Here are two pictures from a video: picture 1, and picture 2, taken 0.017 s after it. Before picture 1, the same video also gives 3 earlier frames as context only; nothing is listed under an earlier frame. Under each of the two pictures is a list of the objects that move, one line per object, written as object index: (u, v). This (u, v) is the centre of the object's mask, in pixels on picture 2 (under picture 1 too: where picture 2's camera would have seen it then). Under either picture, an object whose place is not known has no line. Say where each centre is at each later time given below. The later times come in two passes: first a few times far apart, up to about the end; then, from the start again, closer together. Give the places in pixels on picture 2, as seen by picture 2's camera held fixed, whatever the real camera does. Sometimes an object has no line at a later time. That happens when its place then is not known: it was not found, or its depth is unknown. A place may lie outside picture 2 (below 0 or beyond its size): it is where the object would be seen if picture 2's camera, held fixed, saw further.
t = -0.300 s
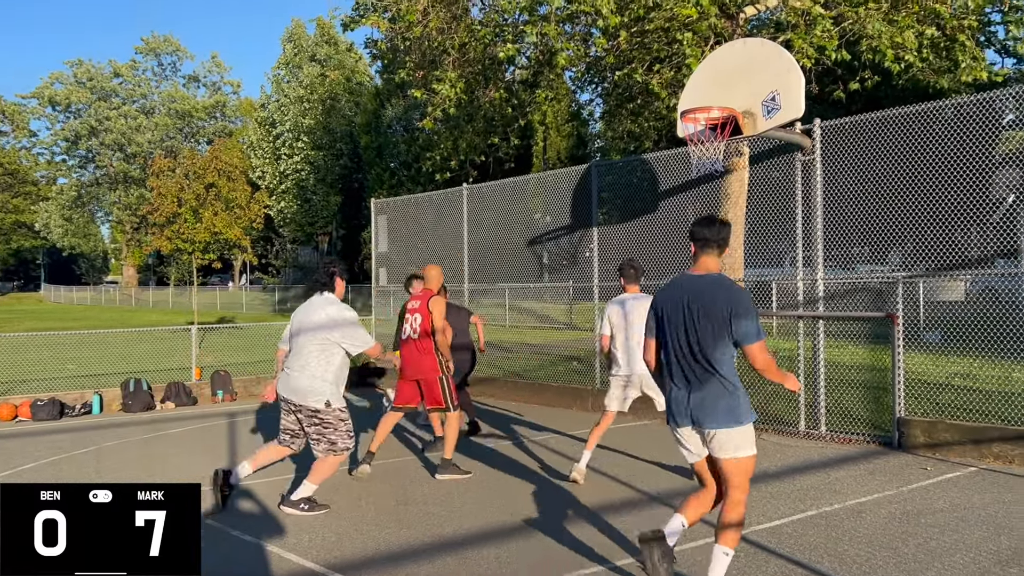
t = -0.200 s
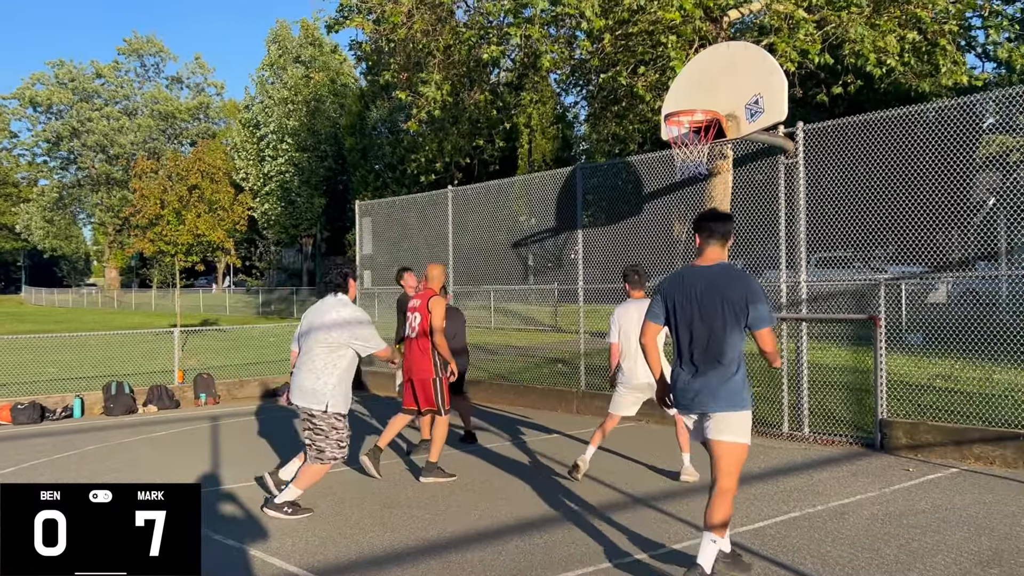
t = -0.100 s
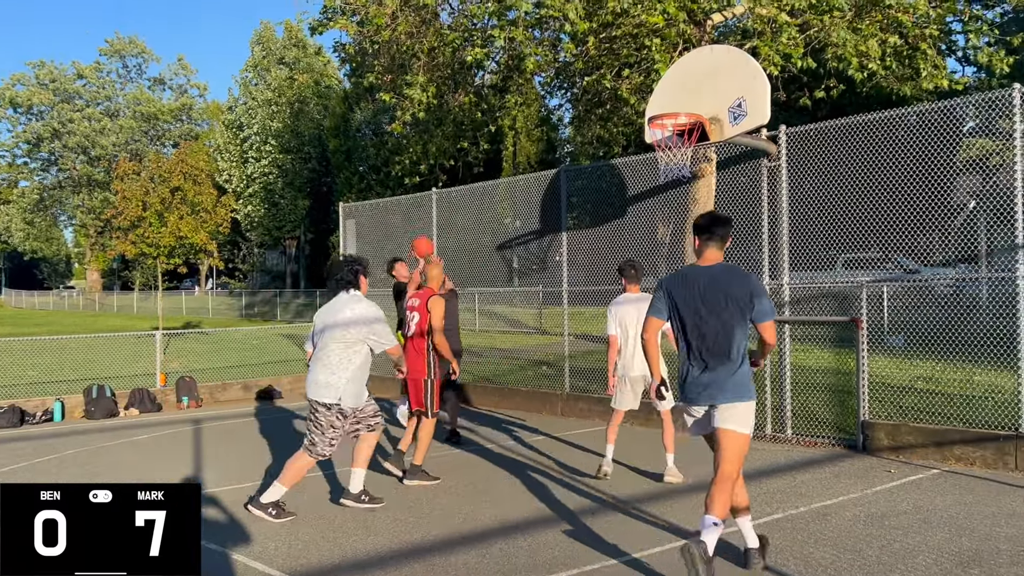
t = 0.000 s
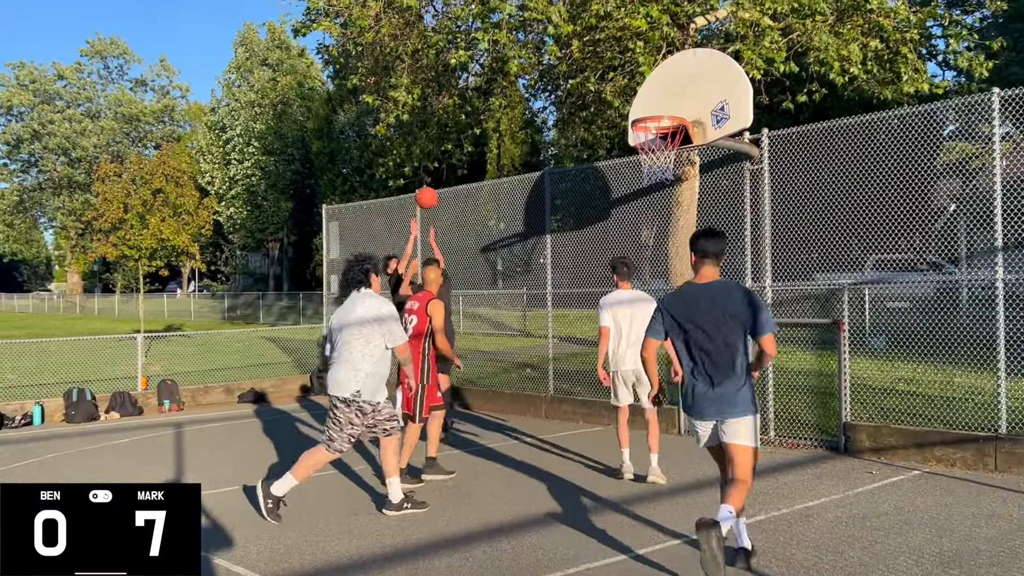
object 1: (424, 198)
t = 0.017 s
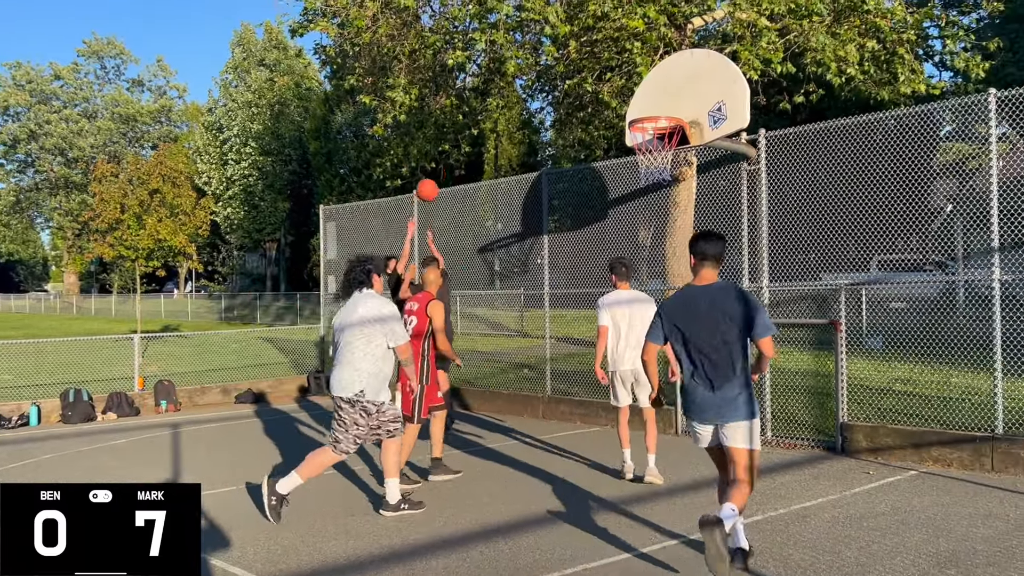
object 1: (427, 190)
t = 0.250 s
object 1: (479, 100)
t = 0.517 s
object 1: (544, 57)
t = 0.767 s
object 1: (611, 80)
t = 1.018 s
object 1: (680, 164)
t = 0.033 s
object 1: (431, 182)
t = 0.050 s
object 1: (434, 175)
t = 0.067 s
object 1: (438, 167)
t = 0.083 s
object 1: (442, 160)
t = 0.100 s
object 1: (445, 153)
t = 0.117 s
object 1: (449, 146)
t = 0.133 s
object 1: (453, 139)
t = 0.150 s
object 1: (456, 134)
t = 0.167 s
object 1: (460, 128)
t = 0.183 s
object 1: (464, 121)
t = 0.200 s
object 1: (468, 115)
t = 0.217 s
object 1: (472, 110)
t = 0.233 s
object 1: (475, 105)
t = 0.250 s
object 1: (479, 100)
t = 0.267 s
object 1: (483, 95)
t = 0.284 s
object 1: (487, 91)
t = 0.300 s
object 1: (491, 87)
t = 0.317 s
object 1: (495, 83)
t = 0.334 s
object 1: (499, 79)
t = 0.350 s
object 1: (502, 76)
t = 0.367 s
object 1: (507, 73)
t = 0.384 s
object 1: (510, 70)
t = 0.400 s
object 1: (515, 68)
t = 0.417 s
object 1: (519, 66)
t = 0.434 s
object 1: (523, 64)
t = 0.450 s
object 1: (527, 62)
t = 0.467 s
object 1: (532, 60)
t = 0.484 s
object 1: (536, 58)
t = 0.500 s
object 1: (540, 58)
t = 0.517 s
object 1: (544, 57)
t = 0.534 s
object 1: (548, 56)
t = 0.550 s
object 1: (553, 55)
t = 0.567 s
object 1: (557, 56)
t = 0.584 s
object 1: (561, 56)
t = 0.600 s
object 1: (566, 57)
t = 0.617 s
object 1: (570, 58)
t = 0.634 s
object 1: (575, 60)
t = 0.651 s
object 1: (579, 61)
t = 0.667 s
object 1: (584, 62)
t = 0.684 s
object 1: (588, 65)
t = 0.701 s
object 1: (593, 68)
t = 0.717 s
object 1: (597, 70)
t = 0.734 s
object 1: (602, 74)
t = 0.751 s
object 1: (606, 77)
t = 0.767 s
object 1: (611, 80)
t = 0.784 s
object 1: (615, 85)
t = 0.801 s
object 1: (620, 89)
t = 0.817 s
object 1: (625, 93)
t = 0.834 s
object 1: (630, 98)
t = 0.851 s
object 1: (635, 104)
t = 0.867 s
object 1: (639, 108)
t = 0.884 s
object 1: (644, 112)
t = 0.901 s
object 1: (649, 114)
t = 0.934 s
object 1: (660, 138)
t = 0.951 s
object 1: (665, 141)
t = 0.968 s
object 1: (669, 148)
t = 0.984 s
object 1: (674, 155)
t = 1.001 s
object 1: (677, 159)
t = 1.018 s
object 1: (680, 164)
